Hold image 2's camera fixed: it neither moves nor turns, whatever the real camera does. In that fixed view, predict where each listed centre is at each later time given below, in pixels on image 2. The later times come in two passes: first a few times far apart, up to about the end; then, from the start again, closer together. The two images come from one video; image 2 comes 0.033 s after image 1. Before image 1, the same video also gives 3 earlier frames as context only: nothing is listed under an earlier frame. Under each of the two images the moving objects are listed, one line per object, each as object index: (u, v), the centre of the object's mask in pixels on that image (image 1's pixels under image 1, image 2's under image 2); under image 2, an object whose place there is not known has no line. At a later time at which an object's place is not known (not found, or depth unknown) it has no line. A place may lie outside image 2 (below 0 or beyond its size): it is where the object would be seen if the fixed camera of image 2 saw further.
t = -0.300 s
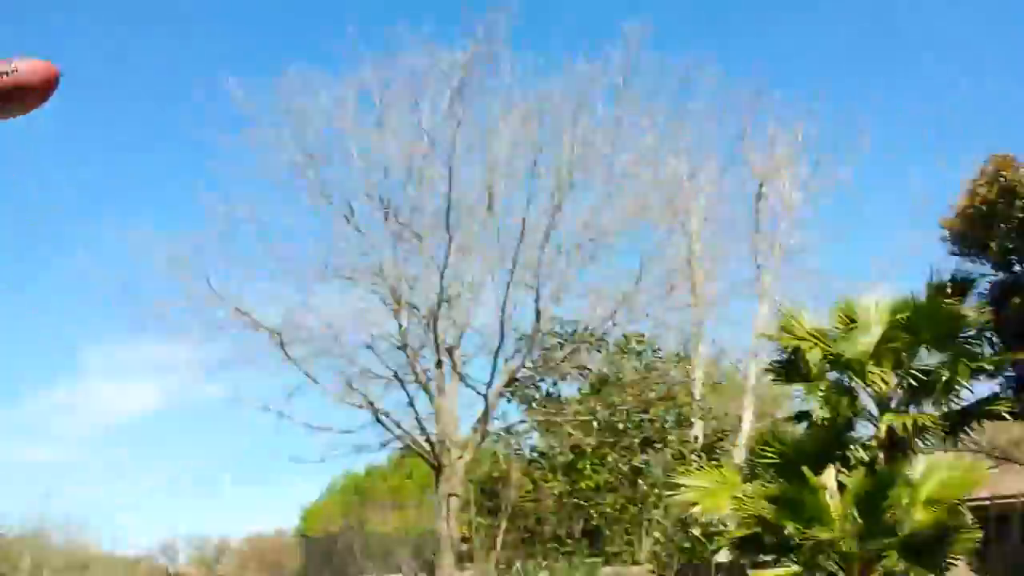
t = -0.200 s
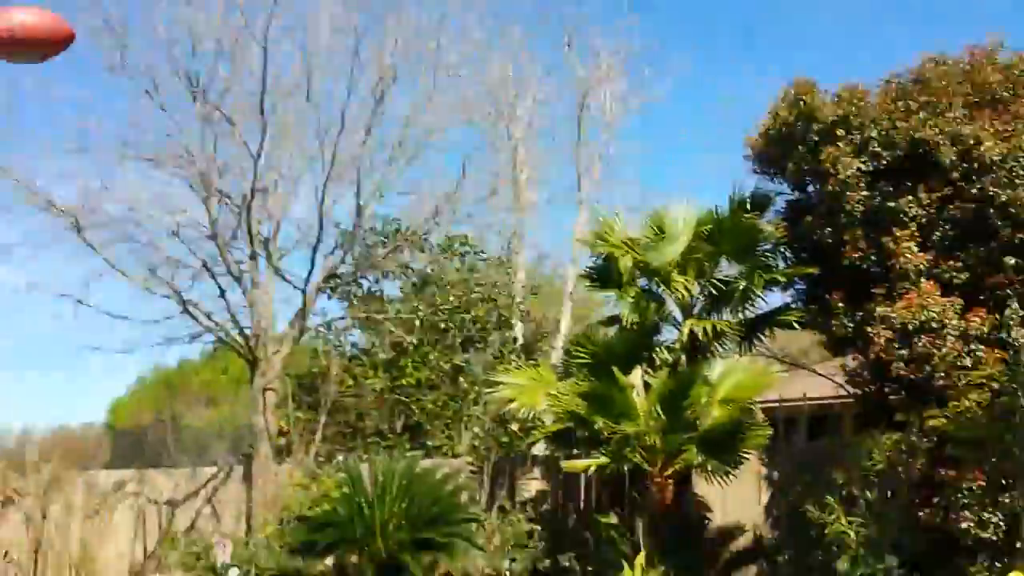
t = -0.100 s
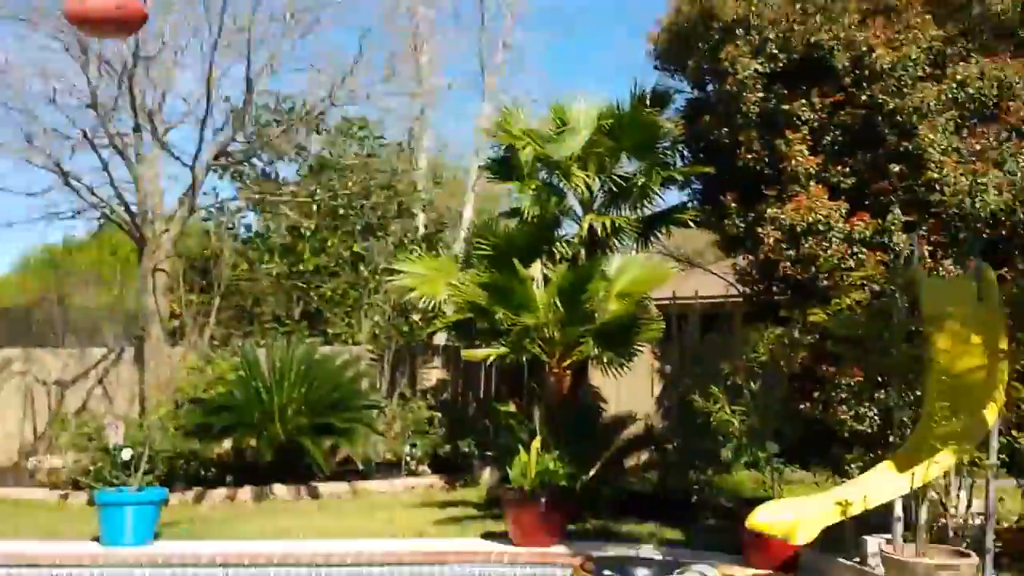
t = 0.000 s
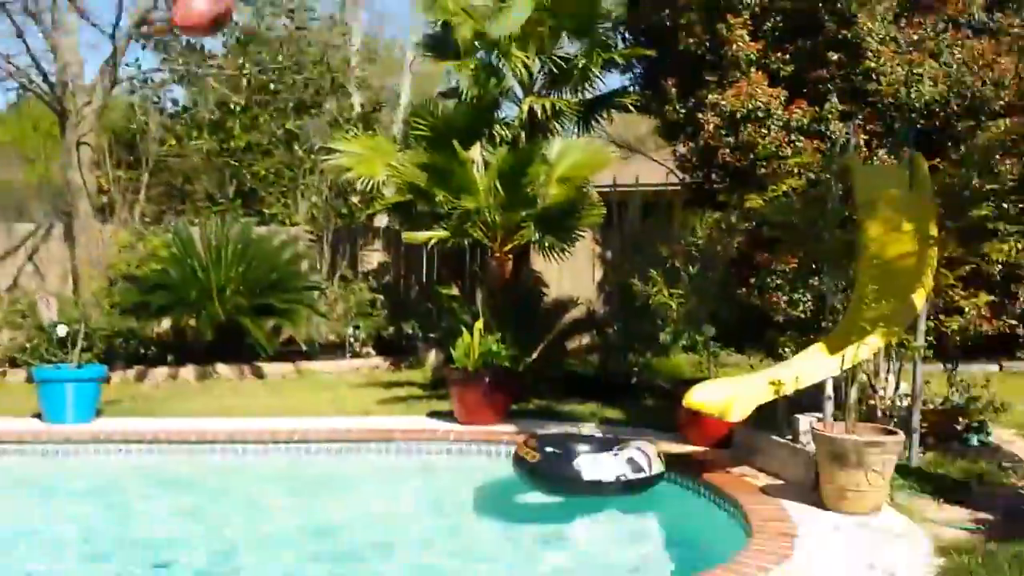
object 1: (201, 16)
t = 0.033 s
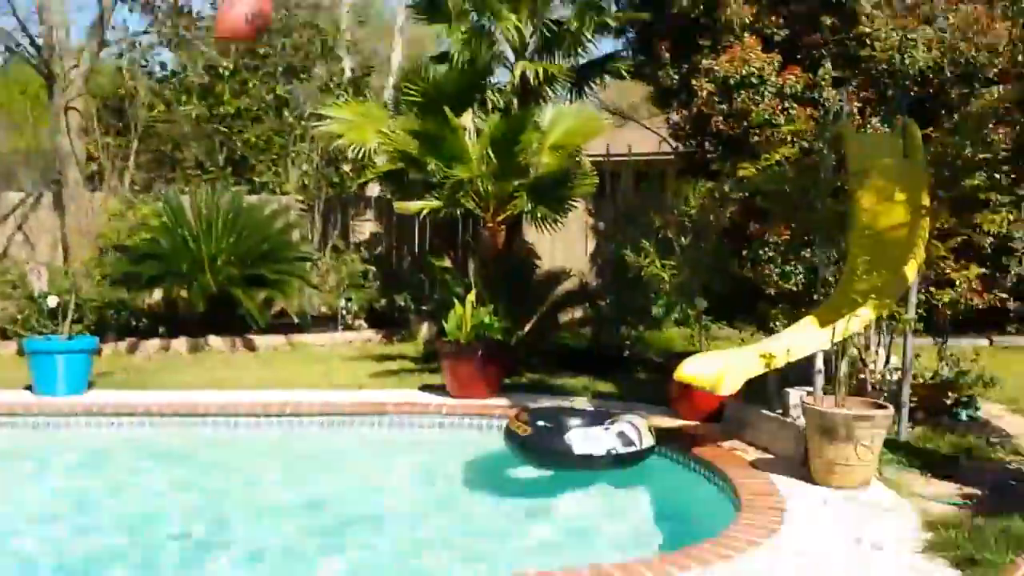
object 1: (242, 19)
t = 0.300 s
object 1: (519, 342)
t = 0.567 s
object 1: (606, 471)
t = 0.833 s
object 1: (628, 462)
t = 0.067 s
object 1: (295, 63)
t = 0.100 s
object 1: (337, 108)
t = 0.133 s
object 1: (373, 150)
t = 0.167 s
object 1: (406, 192)
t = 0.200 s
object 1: (440, 231)
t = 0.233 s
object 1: (469, 269)
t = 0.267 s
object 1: (496, 305)
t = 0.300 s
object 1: (519, 342)
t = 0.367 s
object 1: (560, 410)
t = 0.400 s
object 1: (579, 445)
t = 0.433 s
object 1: (596, 466)
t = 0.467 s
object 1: (605, 466)
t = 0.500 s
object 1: (610, 467)
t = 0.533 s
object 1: (612, 469)
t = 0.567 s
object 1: (606, 471)
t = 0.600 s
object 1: (607, 473)
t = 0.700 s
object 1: (612, 474)
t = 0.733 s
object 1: (620, 471)
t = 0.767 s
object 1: (622, 466)
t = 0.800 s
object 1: (626, 463)
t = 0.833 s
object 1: (628, 462)
